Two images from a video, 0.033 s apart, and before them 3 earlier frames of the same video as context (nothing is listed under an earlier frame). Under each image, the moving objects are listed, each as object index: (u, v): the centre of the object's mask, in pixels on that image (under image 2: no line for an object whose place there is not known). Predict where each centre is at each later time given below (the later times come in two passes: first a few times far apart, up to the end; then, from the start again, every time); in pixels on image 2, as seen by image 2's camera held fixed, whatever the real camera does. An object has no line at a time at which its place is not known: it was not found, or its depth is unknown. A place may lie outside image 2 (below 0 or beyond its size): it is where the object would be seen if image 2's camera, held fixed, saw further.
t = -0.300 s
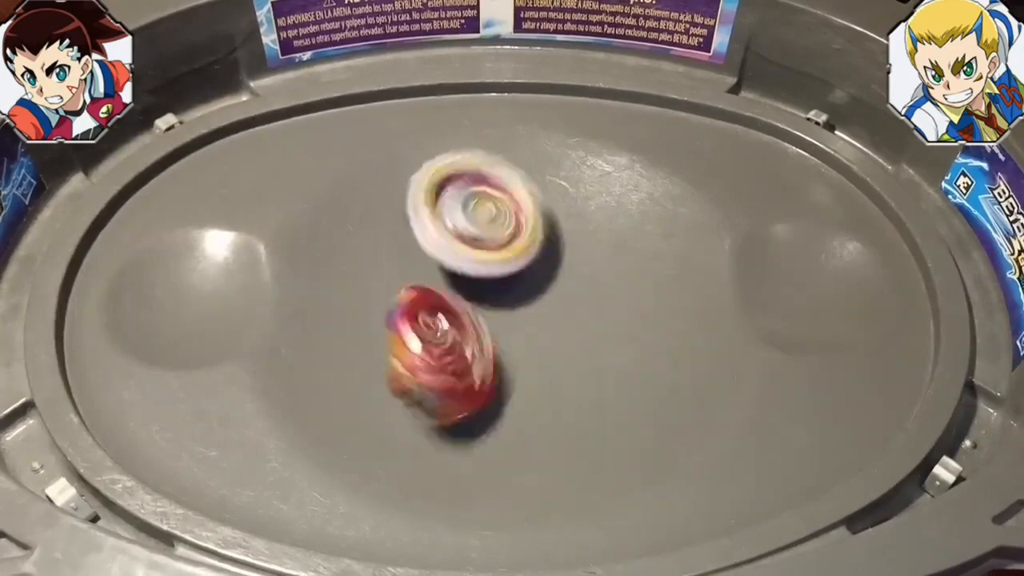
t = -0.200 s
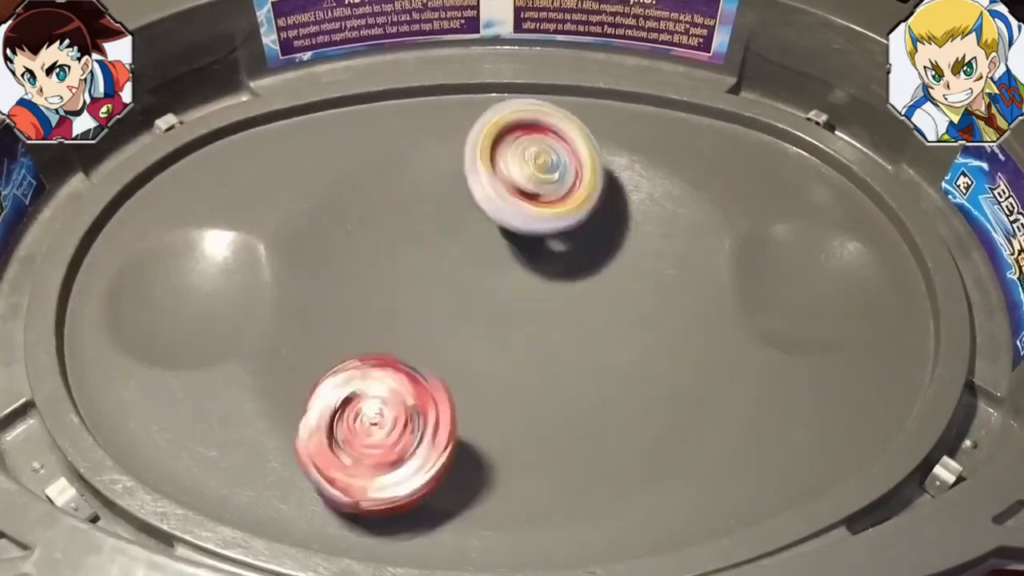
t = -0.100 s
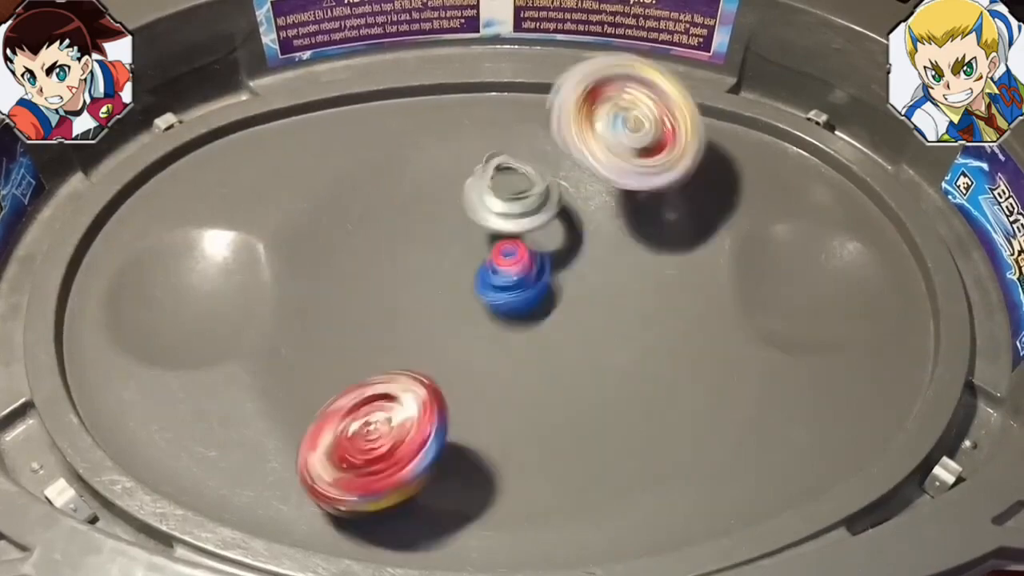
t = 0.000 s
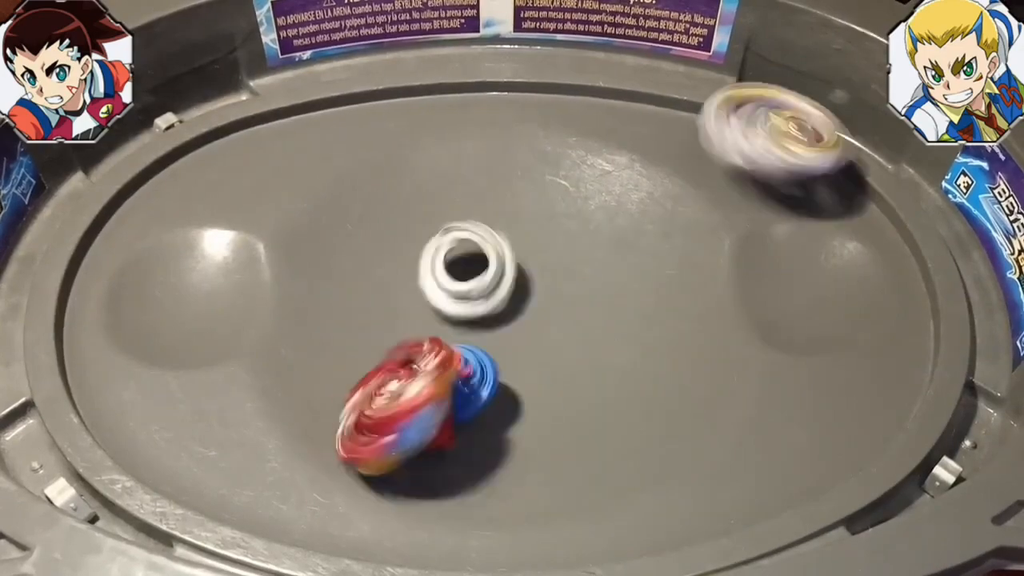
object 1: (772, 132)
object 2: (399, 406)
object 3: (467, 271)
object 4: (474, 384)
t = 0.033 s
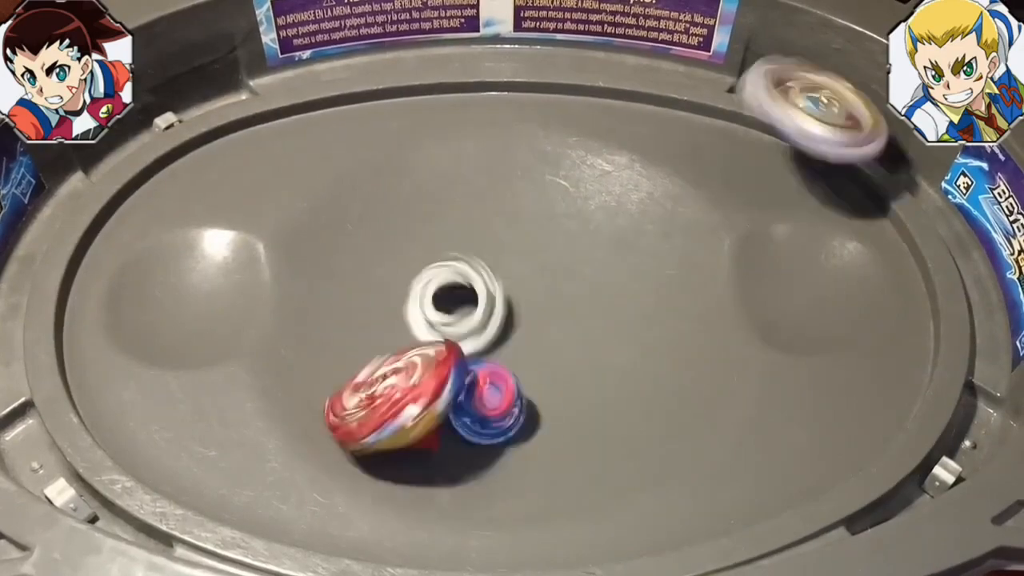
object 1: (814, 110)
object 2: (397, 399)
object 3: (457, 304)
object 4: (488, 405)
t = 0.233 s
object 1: (706, 361)
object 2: (400, 307)
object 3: (582, 313)
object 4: (586, 397)
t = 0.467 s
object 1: (518, 438)
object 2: (456, 252)
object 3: (459, 142)
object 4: (446, 340)
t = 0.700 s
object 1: (387, 320)
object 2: (540, 281)
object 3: (464, 255)
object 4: (340, 164)
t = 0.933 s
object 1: (399, 300)
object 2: (581, 310)
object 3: (496, 323)
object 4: (407, 204)
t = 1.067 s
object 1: (400, 302)
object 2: (575, 314)
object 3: (493, 323)
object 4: (464, 229)
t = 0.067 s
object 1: (842, 105)
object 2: (403, 384)
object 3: (458, 310)
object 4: (509, 399)
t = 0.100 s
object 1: (846, 134)
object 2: (401, 367)
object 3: (486, 346)
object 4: (527, 406)
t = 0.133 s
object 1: (817, 198)
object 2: (391, 350)
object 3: (509, 343)
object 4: (544, 403)
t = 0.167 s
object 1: (769, 248)
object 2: (385, 335)
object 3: (551, 335)
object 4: (562, 406)
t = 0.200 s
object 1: (732, 295)
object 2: (389, 325)
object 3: (581, 331)
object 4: (578, 406)
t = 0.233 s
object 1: (706, 361)
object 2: (400, 307)
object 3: (582, 313)
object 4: (586, 397)
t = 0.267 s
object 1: (721, 439)
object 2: (414, 294)
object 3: (544, 280)
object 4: (552, 368)
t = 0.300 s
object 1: (723, 494)
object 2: (430, 280)
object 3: (516, 243)
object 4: (510, 350)
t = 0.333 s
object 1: (697, 498)
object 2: (440, 260)
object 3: (500, 205)
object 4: (489, 346)
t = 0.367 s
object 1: (657, 495)
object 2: (443, 250)
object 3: (490, 172)
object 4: (478, 346)
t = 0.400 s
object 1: (610, 481)
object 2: (445, 250)
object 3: (466, 162)
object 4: (466, 345)
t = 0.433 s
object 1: (558, 459)
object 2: (449, 250)
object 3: (463, 149)
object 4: (456, 342)
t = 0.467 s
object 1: (518, 438)
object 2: (456, 252)
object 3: (459, 142)
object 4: (446, 340)
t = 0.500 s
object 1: (482, 410)
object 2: (465, 256)
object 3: (459, 141)
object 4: (435, 334)
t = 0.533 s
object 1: (455, 392)
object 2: (480, 257)
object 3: (459, 149)
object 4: (405, 299)
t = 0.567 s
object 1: (436, 376)
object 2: (492, 262)
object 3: (461, 163)
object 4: (378, 277)
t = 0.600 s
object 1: (421, 359)
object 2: (505, 265)
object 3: (462, 182)
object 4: (365, 243)
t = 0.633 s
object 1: (407, 345)
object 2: (516, 272)
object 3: (451, 208)
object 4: (353, 213)
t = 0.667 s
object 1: (396, 328)
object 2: (529, 275)
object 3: (457, 229)
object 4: (345, 186)
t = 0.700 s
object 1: (387, 320)
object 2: (540, 281)
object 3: (464, 255)
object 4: (340, 164)
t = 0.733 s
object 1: (386, 306)
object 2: (549, 287)
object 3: (470, 279)
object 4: (337, 155)
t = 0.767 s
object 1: (384, 300)
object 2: (560, 294)
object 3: (478, 298)
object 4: (341, 159)
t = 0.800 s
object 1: (386, 296)
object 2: (570, 301)
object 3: (484, 307)
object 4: (348, 167)
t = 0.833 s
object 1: (391, 294)
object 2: (577, 305)
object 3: (490, 314)
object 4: (358, 177)
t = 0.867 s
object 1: (394, 292)
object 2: (582, 308)
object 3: (493, 319)
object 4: (371, 192)
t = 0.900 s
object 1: (397, 295)
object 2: (583, 309)
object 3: (495, 322)
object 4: (389, 201)
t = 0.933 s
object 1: (399, 300)
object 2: (581, 310)
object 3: (496, 323)
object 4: (407, 204)
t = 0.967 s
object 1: (399, 301)
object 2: (578, 312)
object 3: (494, 323)
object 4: (422, 208)
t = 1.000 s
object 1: (399, 301)
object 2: (575, 313)
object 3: (493, 322)
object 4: (438, 216)
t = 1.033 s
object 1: (399, 302)
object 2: (576, 314)
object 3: (493, 322)
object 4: (453, 224)
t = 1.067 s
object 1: (400, 302)
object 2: (575, 314)
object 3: (493, 323)
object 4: (464, 229)
